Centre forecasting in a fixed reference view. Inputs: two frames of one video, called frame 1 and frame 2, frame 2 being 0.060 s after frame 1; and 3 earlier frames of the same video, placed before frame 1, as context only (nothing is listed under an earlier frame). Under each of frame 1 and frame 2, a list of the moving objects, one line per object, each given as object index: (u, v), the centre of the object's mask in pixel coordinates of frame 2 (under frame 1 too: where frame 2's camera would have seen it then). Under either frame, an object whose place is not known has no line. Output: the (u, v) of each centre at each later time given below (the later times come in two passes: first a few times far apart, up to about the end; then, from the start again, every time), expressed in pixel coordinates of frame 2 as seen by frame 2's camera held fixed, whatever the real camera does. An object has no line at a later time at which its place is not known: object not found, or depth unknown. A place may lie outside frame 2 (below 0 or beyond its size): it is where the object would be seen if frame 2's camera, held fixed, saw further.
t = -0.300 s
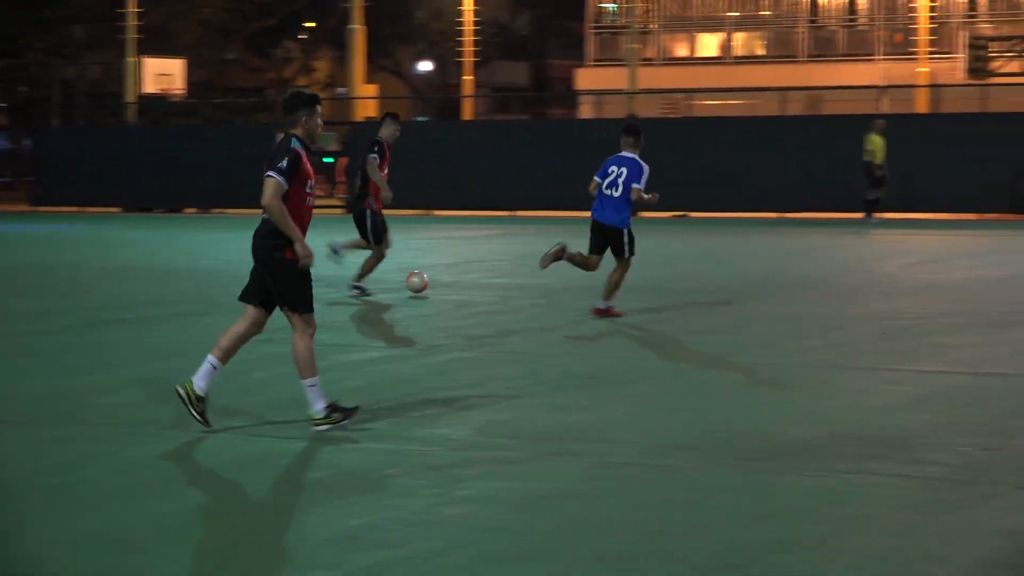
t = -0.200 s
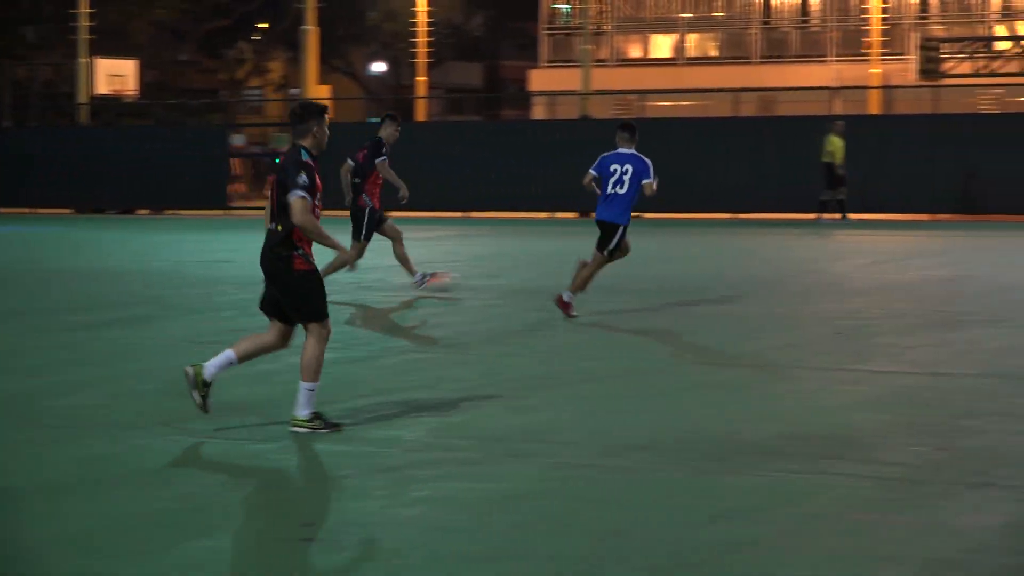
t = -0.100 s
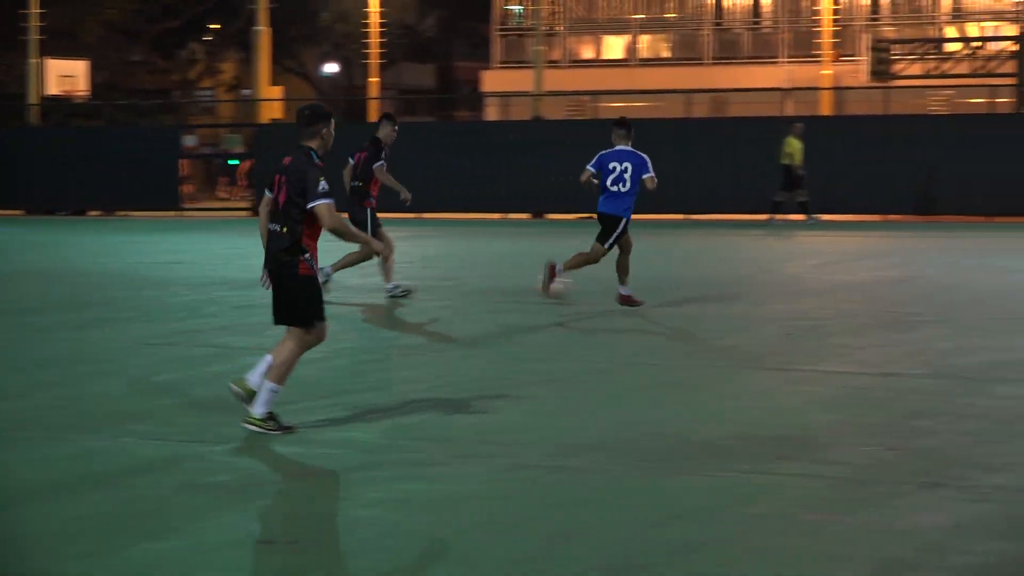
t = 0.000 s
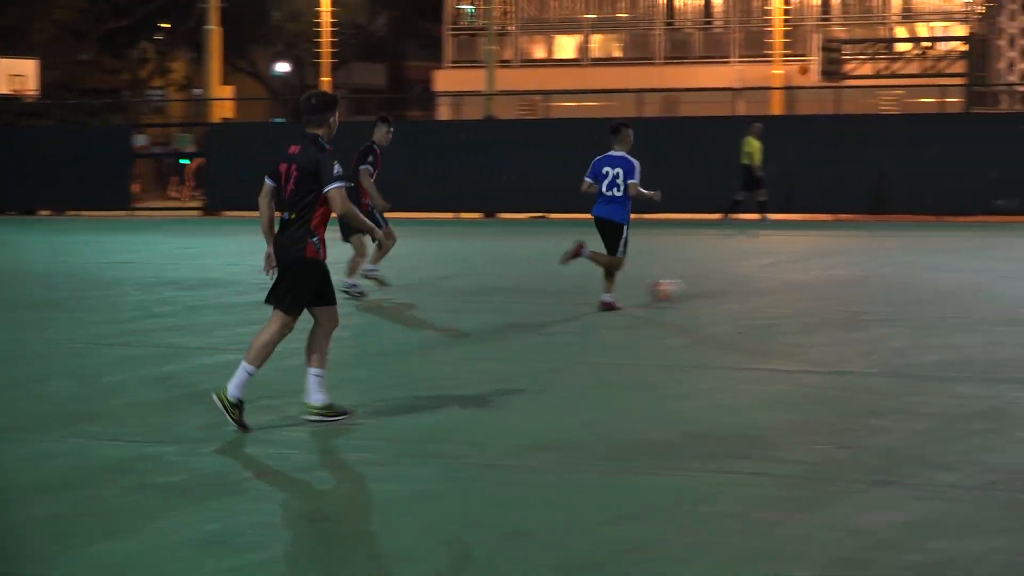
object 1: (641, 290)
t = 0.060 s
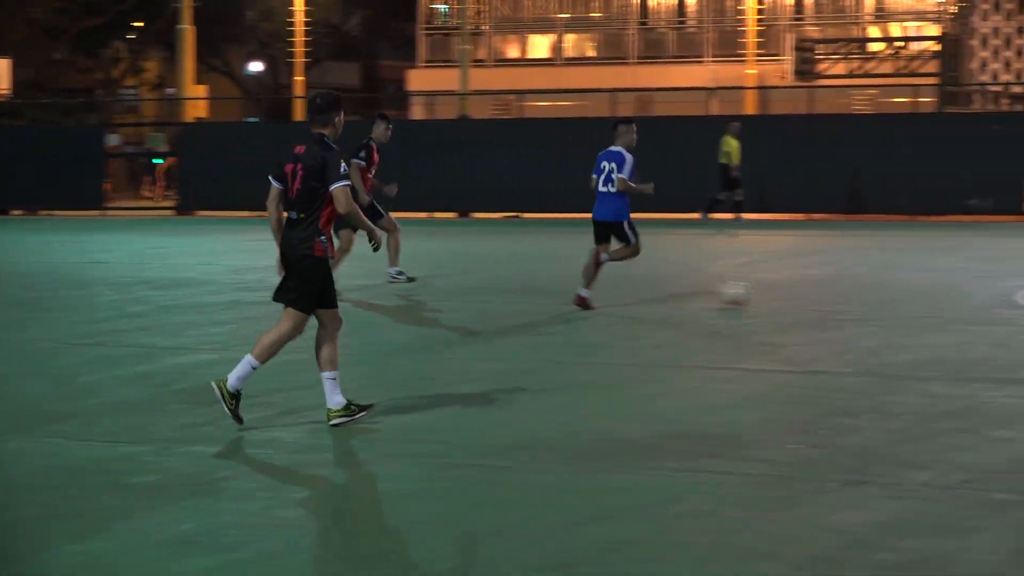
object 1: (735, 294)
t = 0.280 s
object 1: (1067, 306)
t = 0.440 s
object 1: (1281, 322)
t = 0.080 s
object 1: (765, 296)
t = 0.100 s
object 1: (796, 297)
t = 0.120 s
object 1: (826, 294)
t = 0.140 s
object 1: (855, 294)
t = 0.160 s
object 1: (884, 294)
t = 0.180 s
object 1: (916, 296)
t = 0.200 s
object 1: (946, 298)
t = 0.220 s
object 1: (977, 301)
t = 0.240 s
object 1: (1008, 304)
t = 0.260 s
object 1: (1038, 308)
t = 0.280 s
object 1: (1067, 306)
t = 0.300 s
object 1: (1095, 305)
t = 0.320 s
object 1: (1122, 305)
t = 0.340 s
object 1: (1148, 307)
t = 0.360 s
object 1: (1177, 307)
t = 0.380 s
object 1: (1206, 310)
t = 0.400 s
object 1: (1234, 313)
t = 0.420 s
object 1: (1262, 317)
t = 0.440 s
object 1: (1281, 322)
